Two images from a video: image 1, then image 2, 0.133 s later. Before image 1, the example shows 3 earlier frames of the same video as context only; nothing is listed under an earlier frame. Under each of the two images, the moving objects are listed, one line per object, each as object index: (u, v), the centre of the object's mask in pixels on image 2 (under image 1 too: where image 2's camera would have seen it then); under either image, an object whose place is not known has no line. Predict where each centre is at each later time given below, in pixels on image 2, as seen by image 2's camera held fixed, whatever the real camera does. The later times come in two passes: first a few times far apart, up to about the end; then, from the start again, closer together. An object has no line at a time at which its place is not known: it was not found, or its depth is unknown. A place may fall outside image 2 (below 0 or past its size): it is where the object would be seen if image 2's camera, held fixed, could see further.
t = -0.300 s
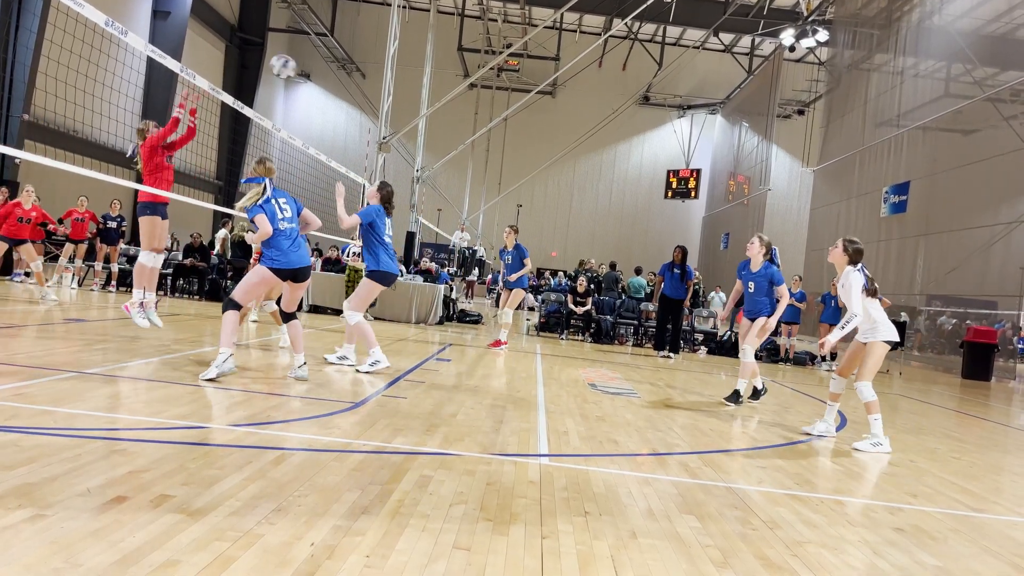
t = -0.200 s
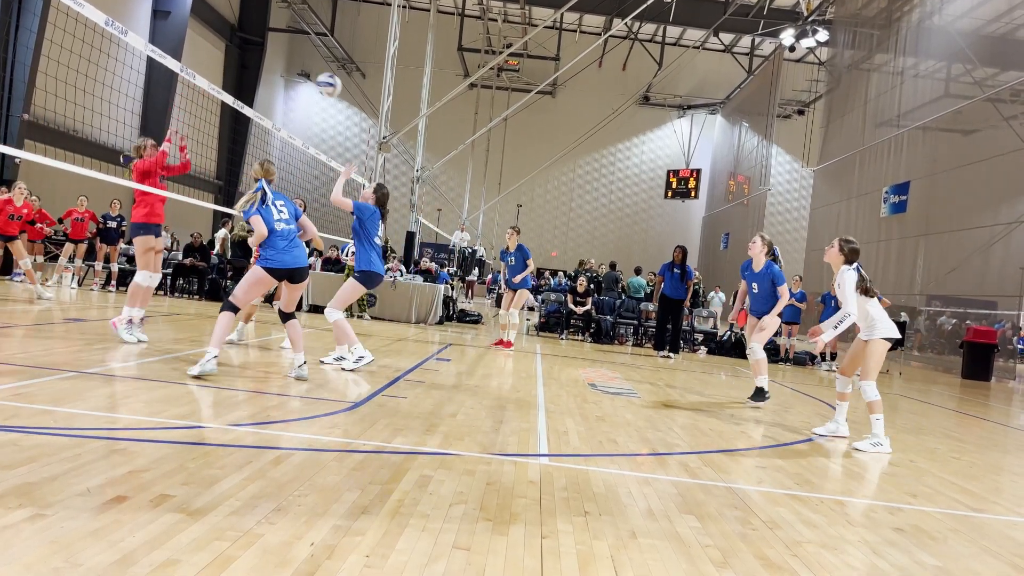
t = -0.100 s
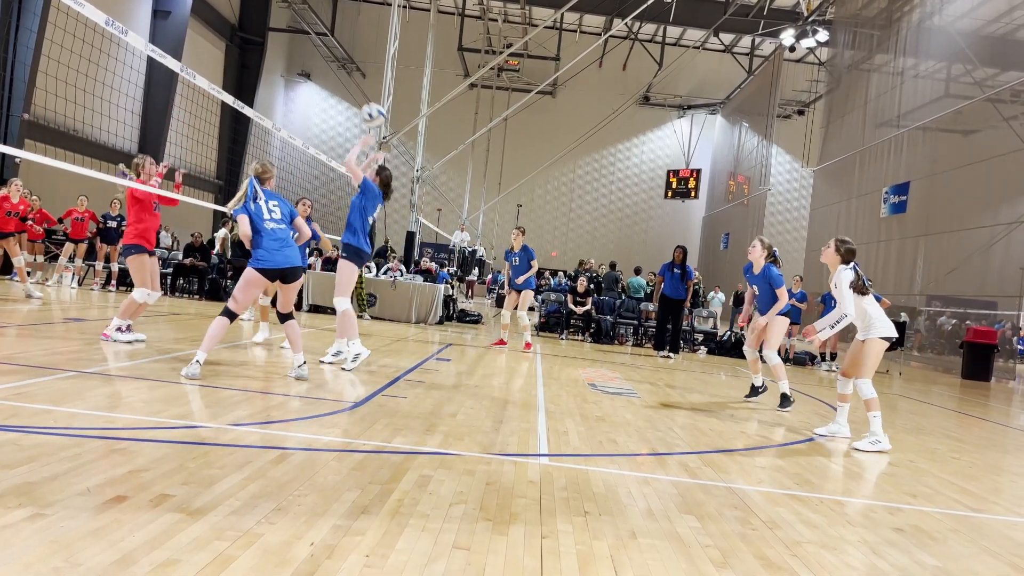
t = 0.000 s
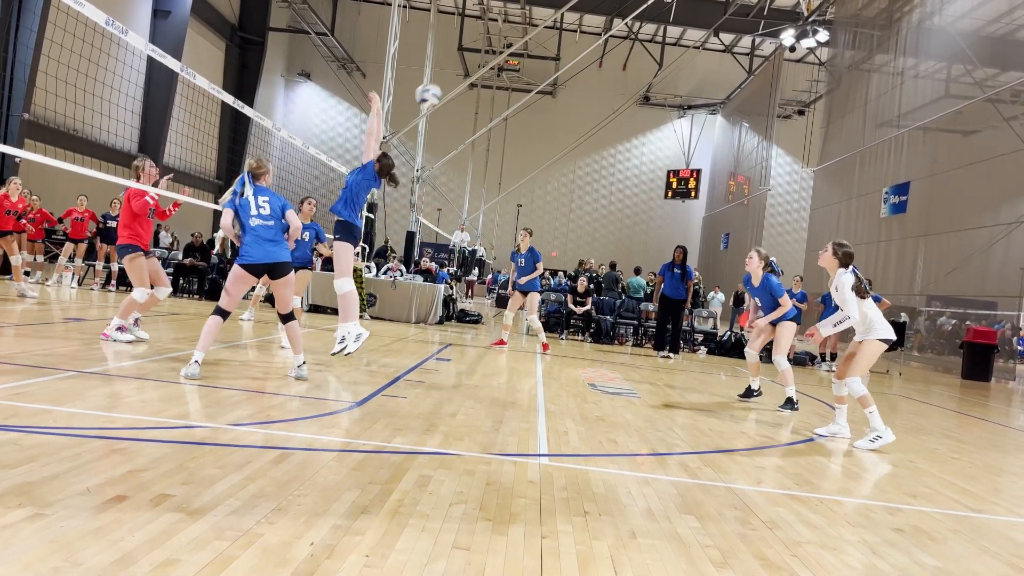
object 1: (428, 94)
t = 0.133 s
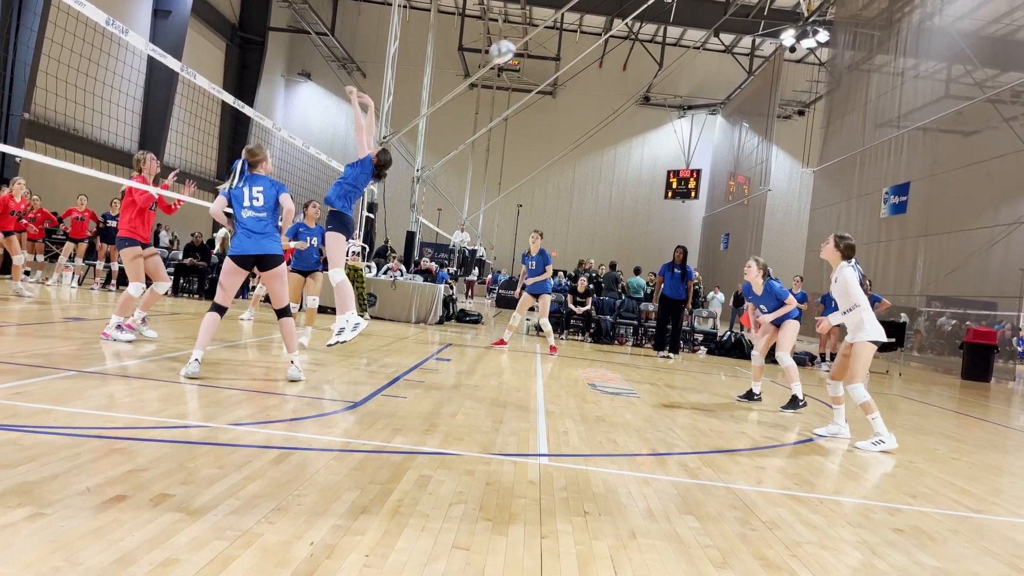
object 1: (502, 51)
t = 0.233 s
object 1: (557, 34)
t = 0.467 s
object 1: (676, 35)
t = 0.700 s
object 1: (787, 99)
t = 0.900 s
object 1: (872, 201)
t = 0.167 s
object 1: (521, 45)
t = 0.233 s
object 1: (557, 34)
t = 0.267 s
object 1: (574, 30)
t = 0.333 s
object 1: (609, 26)
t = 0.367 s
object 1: (626, 27)
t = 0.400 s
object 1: (643, 29)
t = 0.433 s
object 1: (660, 31)
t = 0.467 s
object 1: (676, 35)
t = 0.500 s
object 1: (693, 40)
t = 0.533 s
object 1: (709, 47)
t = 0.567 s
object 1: (725, 55)
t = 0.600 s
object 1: (741, 64)
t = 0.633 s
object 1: (756, 75)
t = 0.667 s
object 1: (772, 86)
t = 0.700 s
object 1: (787, 99)
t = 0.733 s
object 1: (801, 113)
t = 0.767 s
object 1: (816, 128)
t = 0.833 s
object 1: (844, 163)
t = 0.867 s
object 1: (858, 181)
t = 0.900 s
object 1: (872, 201)
